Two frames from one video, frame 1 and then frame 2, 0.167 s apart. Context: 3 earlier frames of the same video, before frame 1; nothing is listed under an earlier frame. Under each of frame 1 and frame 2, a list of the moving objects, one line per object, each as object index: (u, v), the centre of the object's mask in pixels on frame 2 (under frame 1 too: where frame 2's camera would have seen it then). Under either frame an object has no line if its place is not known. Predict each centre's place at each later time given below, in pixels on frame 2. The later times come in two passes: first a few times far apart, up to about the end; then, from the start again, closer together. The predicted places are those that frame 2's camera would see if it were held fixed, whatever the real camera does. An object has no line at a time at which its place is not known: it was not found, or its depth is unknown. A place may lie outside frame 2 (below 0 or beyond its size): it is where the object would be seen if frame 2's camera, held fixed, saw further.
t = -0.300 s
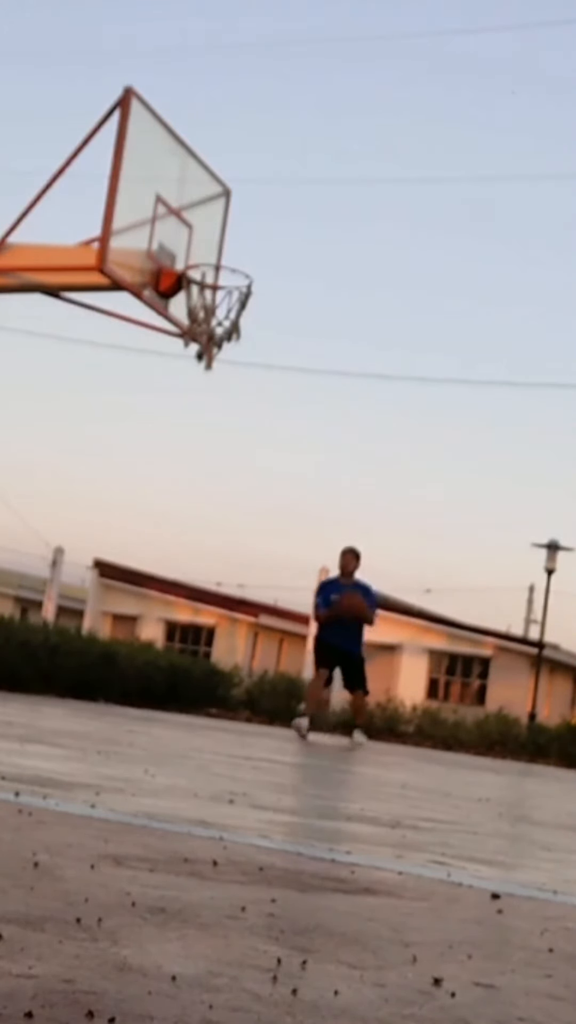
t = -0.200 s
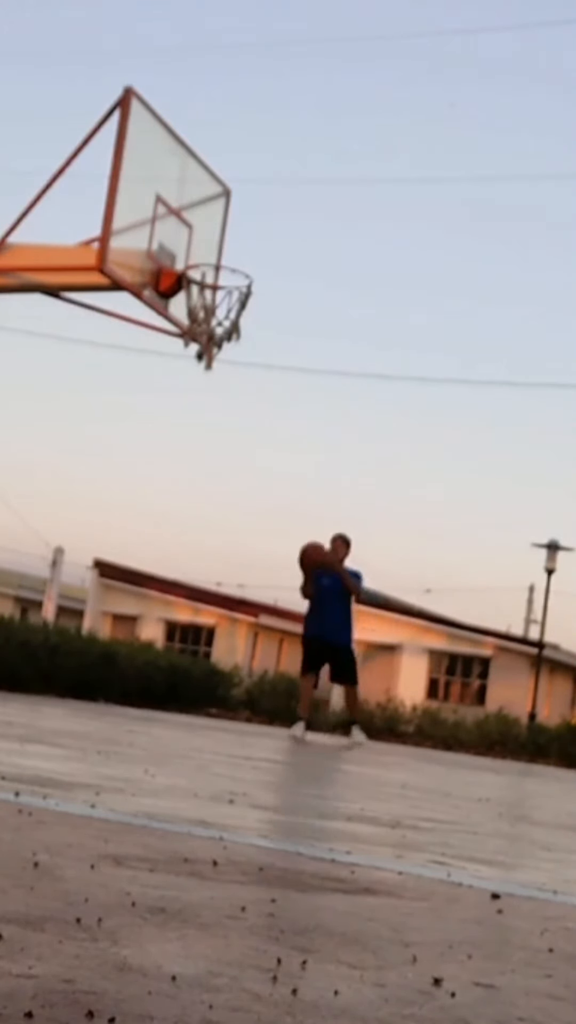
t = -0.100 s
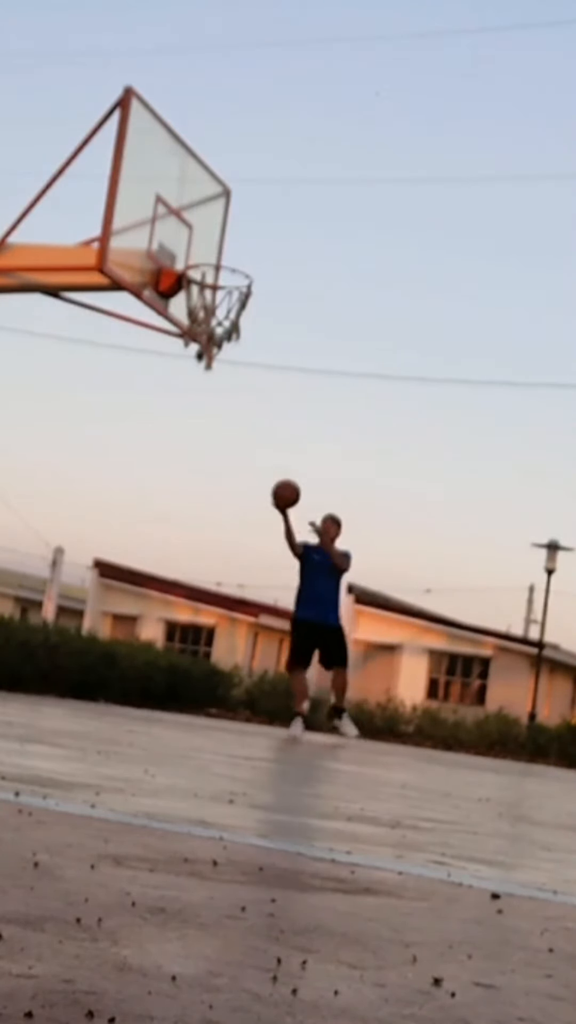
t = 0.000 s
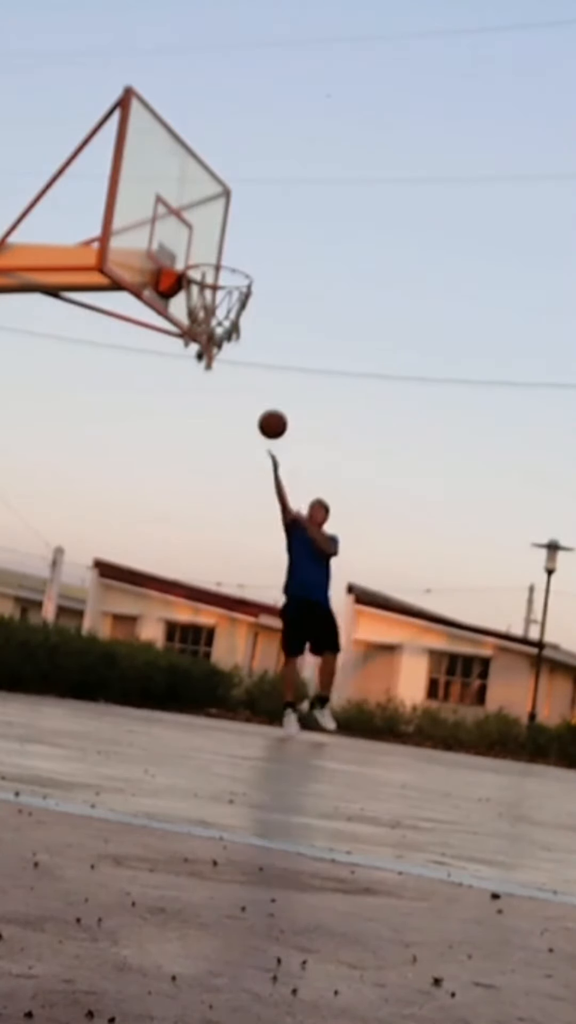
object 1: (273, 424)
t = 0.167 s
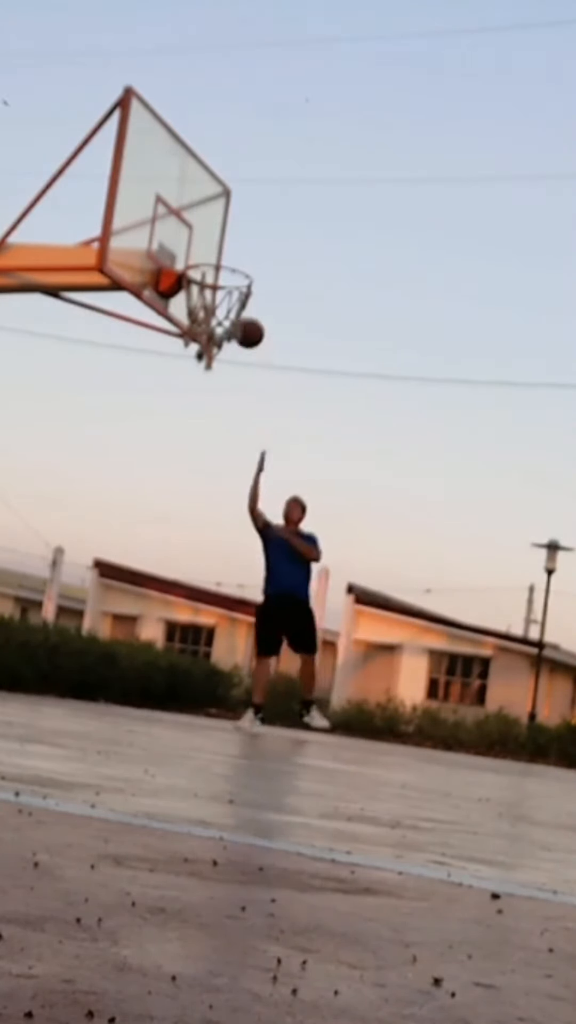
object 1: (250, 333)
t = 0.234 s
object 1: (238, 305)
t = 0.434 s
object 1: (198, 255)
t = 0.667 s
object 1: (203, 260)
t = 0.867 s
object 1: (240, 265)
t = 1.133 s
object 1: (246, 269)
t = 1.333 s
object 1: (257, 305)
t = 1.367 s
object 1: (256, 316)
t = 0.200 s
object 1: (249, 319)
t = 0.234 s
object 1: (238, 305)
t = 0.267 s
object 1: (233, 294)
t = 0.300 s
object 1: (226, 283)
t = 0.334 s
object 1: (218, 274)
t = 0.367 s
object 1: (212, 266)
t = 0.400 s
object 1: (204, 260)
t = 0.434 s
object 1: (198, 255)
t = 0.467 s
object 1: (199, 252)
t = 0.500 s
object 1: (199, 250)
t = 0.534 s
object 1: (200, 250)
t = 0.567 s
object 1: (200, 251)
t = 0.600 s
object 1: (200, 254)
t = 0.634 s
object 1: (200, 259)
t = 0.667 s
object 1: (203, 260)
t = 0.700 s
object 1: (209, 260)
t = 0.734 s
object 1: (215, 261)
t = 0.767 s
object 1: (224, 261)
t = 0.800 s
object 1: (231, 263)
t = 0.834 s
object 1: (236, 264)
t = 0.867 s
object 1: (240, 265)
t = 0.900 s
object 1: (242, 265)
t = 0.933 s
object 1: (243, 266)
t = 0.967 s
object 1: (244, 266)
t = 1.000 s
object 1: (244, 267)
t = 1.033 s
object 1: (244, 268)
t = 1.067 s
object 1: (245, 269)
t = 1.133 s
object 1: (246, 269)
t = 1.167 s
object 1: (249, 274)
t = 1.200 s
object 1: (250, 277)
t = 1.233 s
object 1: (252, 282)
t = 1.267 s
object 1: (253, 288)
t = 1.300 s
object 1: (255, 296)
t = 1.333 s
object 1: (257, 305)
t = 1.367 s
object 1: (256, 316)
